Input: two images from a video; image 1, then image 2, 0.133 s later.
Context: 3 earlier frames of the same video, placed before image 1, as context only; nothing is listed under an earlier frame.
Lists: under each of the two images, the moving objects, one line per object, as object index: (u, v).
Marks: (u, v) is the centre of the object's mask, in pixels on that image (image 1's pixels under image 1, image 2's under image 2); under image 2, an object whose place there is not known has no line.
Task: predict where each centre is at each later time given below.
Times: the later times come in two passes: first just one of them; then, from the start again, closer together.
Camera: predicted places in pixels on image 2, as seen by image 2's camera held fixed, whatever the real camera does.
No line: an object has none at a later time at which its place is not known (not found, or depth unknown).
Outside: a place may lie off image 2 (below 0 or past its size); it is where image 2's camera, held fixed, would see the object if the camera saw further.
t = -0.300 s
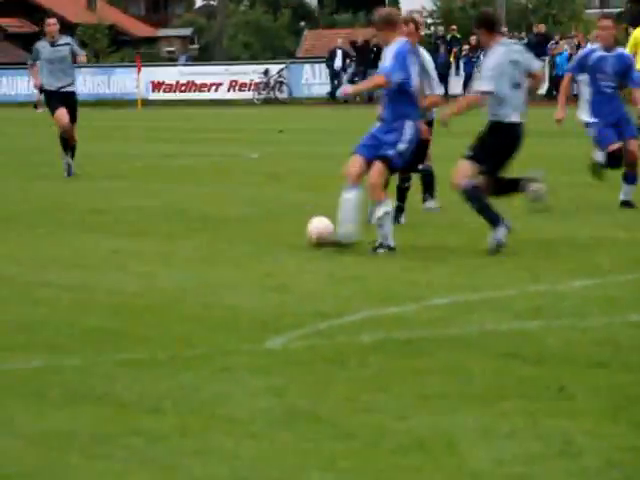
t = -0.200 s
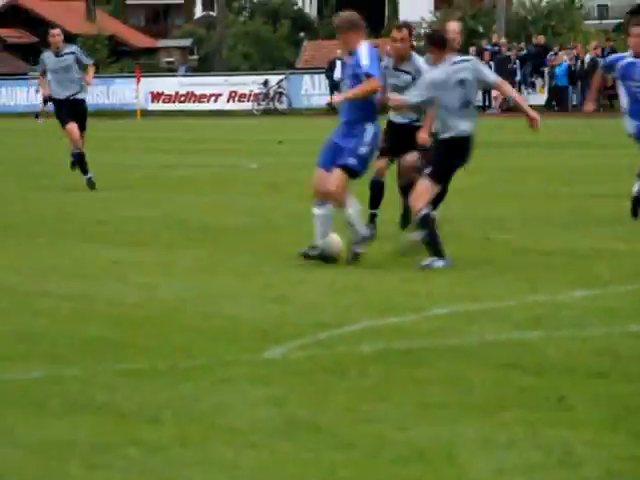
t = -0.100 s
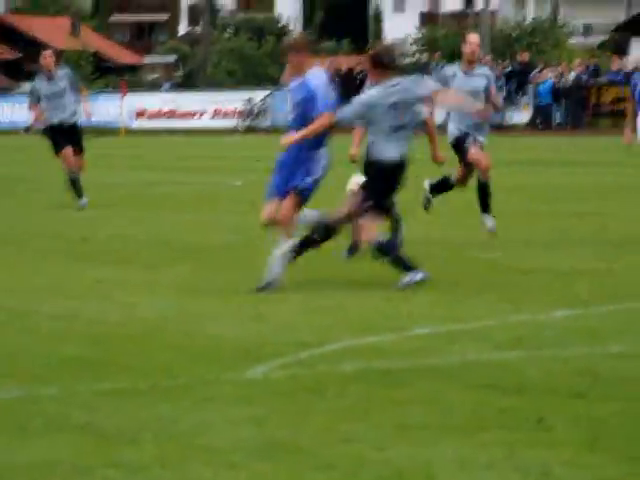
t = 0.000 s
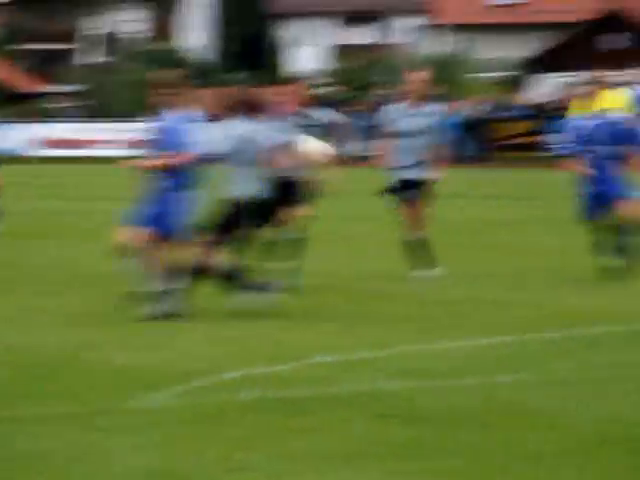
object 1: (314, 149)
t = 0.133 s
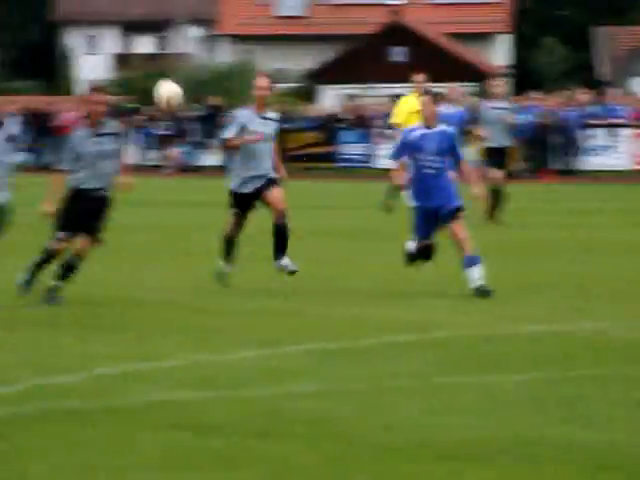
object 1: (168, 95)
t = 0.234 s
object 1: (215, 64)
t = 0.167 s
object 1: (186, 80)
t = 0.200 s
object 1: (195, 74)
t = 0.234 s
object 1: (215, 64)
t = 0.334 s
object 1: (258, 50)
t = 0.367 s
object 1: (276, 49)
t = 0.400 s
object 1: (285, 49)
